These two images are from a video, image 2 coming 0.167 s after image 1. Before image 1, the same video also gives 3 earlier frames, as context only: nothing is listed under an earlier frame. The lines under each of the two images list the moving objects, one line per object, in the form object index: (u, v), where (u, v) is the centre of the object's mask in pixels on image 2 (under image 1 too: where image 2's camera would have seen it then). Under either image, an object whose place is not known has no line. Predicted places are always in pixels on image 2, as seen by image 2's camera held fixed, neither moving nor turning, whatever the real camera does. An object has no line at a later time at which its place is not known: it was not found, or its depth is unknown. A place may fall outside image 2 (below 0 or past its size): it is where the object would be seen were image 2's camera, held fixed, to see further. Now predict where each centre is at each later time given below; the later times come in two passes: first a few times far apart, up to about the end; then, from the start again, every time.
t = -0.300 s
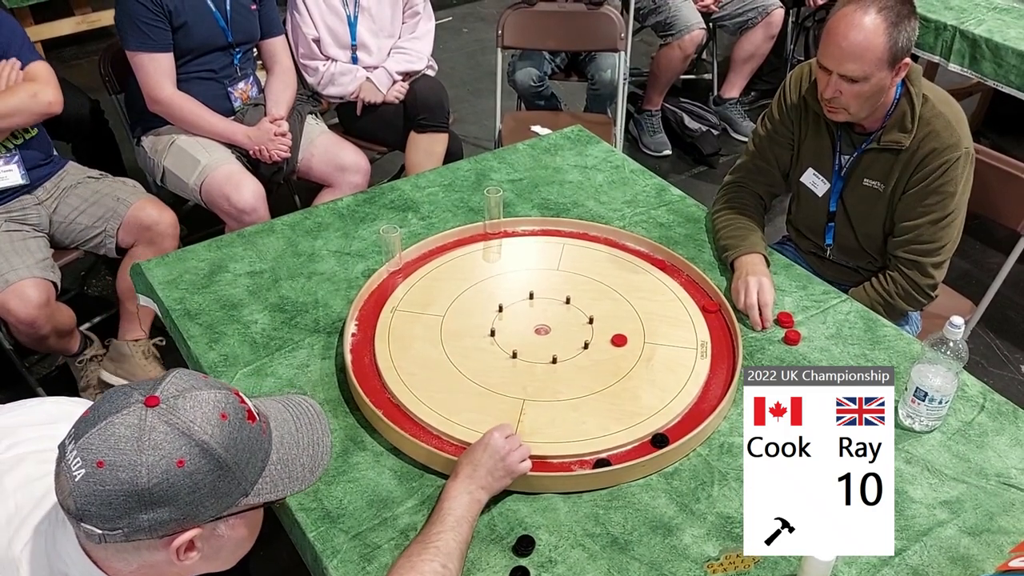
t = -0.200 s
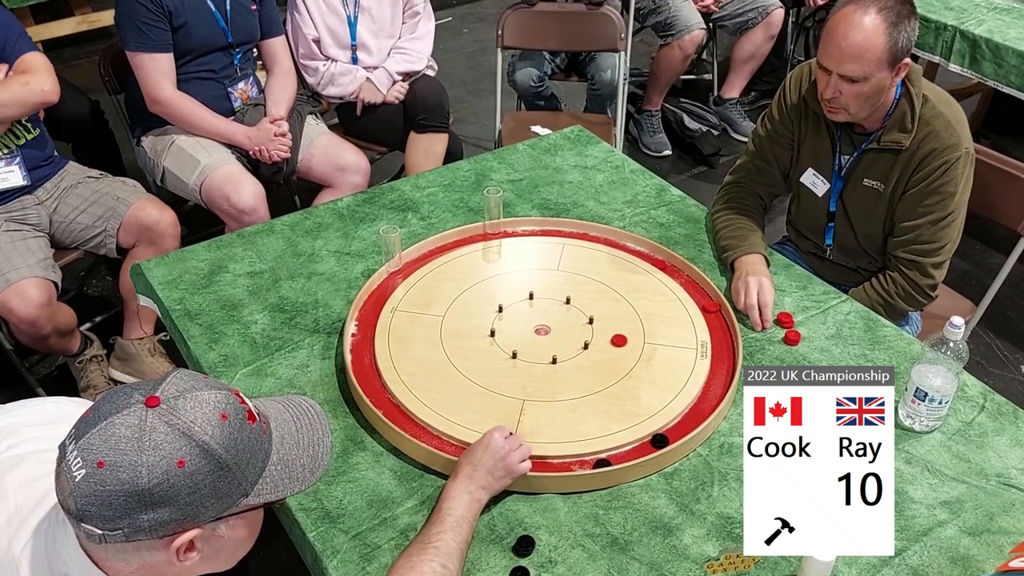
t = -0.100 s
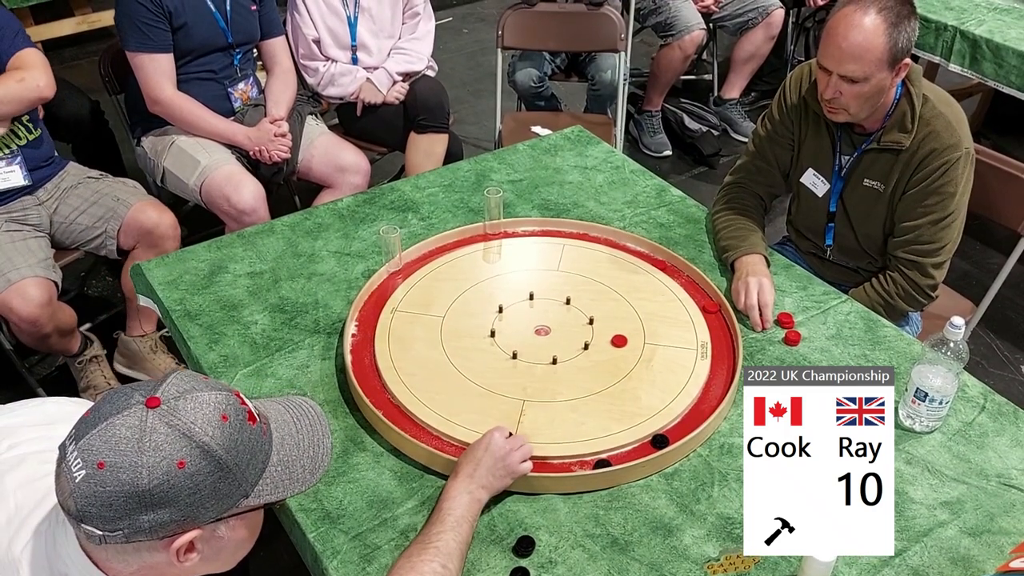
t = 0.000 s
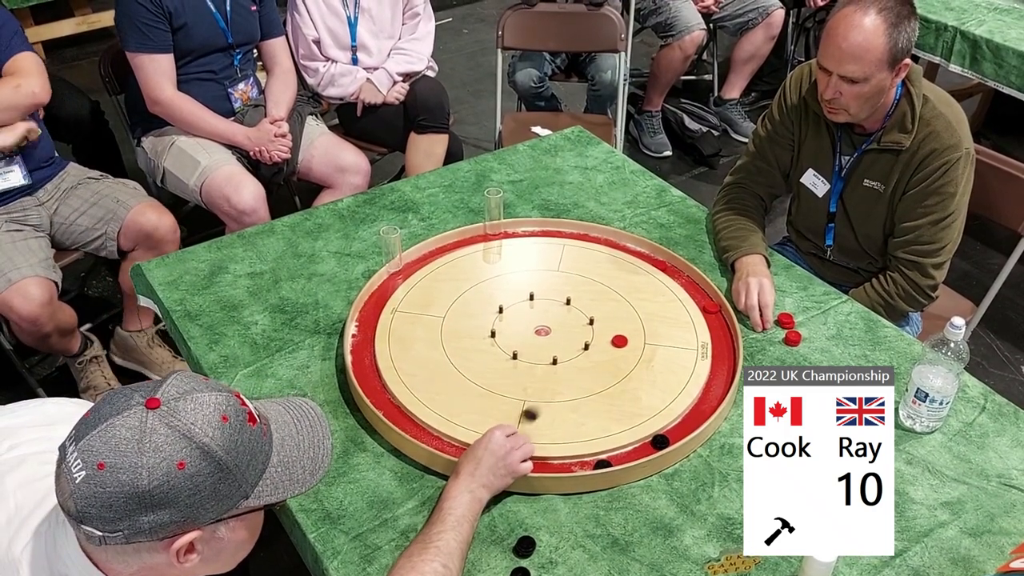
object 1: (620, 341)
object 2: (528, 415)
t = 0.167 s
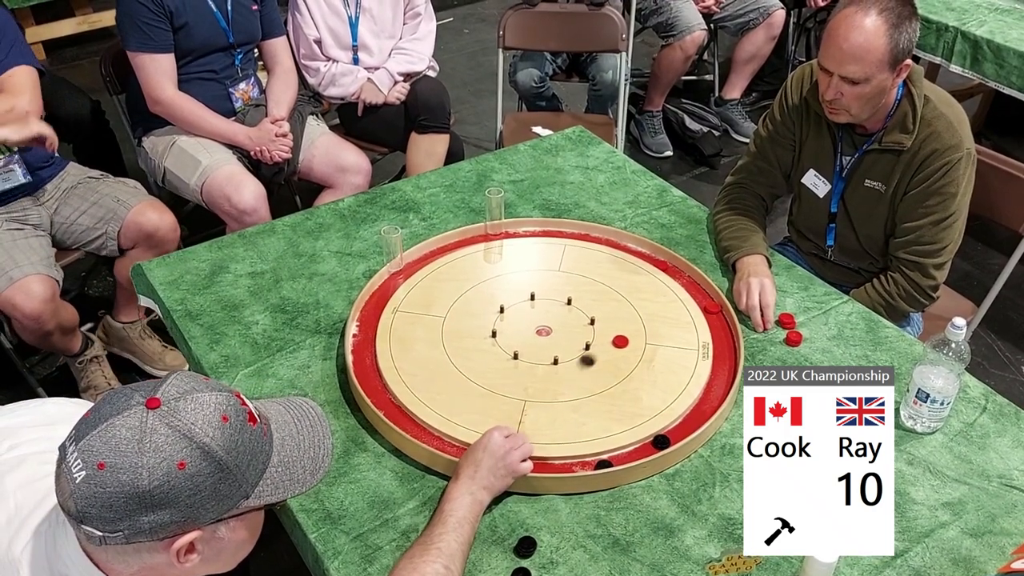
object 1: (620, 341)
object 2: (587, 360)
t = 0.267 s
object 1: (632, 339)
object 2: (602, 337)
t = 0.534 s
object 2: (621, 338)
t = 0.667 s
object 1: (716, 321)
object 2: (629, 342)
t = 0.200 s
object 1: (620, 341)
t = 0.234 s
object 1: (622, 341)
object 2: (604, 343)
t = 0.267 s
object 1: (632, 339)
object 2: (602, 337)
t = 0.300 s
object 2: (600, 332)
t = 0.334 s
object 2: (599, 328)
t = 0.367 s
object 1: (659, 332)
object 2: (603, 330)
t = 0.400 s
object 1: (668, 330)
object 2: (607, 332)
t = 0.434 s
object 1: (676, 328)
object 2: (611, 334)
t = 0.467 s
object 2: (615, 335)
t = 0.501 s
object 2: (618, 337)
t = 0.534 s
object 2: (621, 338)
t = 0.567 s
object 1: (702, 322)
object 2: (624, 339)
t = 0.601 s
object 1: (707, 321)
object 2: (626, 341)
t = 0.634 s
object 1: (713, 322)
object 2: (628, 341)
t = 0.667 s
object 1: (716, 321)
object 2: (629, 342)
